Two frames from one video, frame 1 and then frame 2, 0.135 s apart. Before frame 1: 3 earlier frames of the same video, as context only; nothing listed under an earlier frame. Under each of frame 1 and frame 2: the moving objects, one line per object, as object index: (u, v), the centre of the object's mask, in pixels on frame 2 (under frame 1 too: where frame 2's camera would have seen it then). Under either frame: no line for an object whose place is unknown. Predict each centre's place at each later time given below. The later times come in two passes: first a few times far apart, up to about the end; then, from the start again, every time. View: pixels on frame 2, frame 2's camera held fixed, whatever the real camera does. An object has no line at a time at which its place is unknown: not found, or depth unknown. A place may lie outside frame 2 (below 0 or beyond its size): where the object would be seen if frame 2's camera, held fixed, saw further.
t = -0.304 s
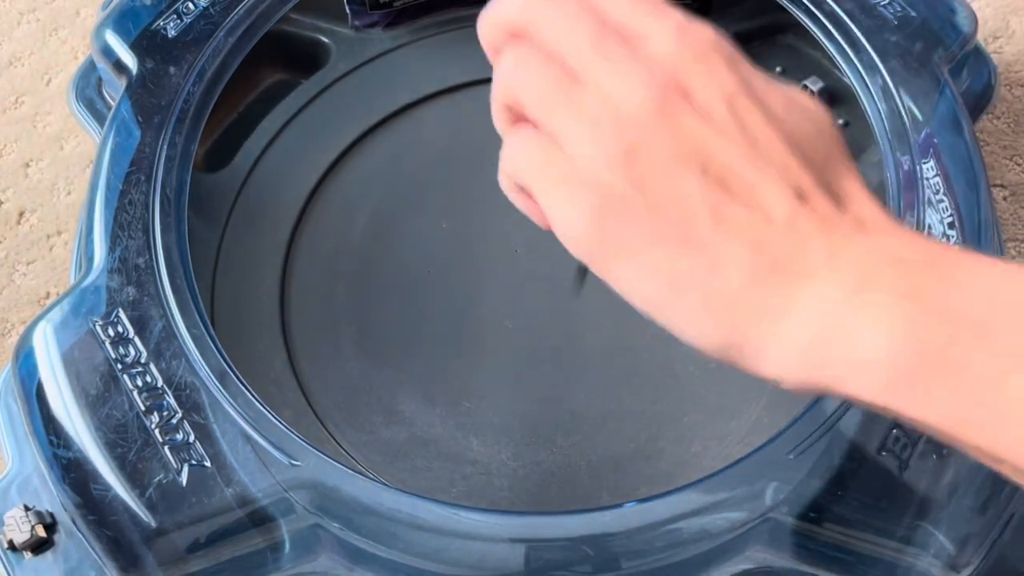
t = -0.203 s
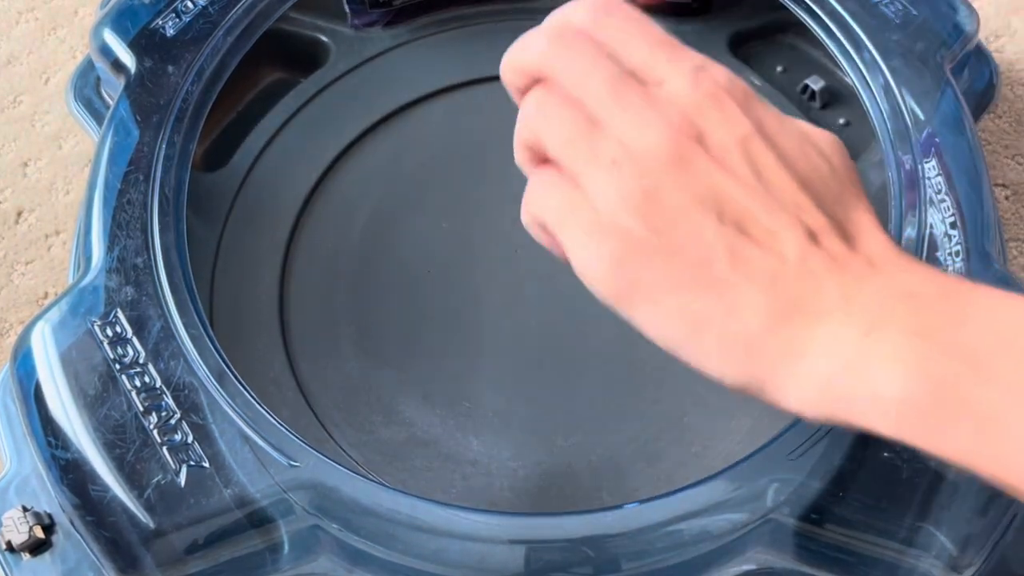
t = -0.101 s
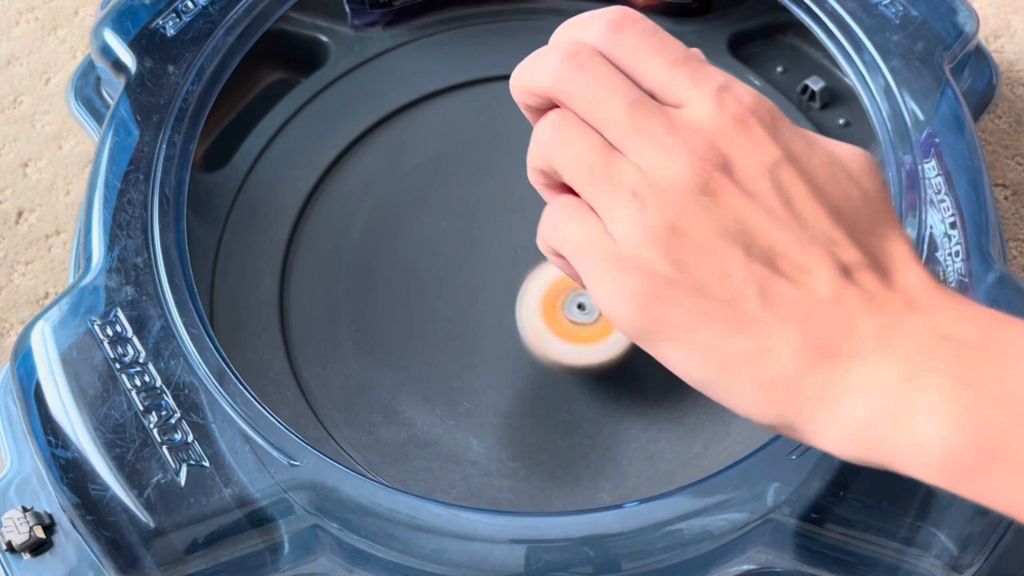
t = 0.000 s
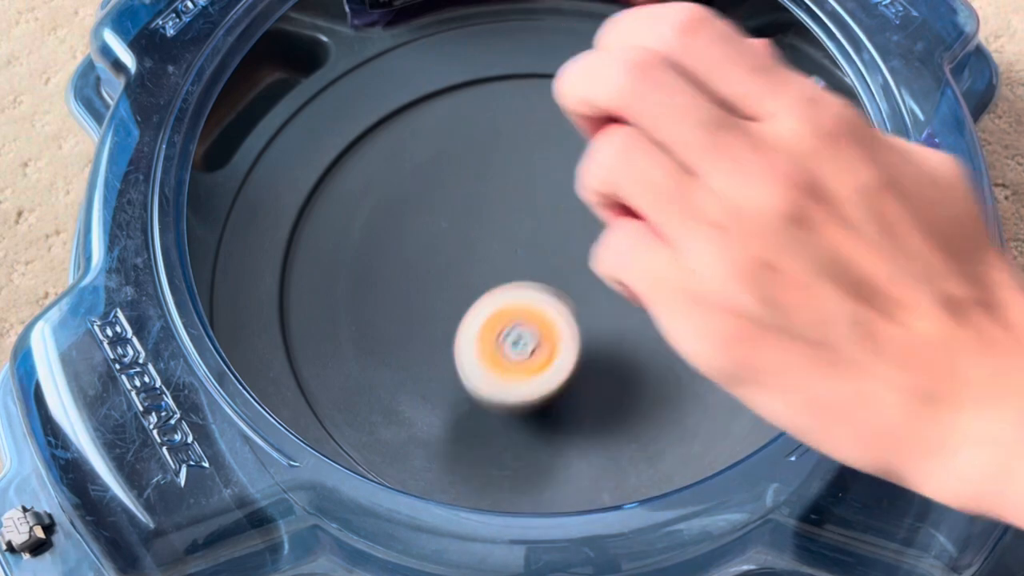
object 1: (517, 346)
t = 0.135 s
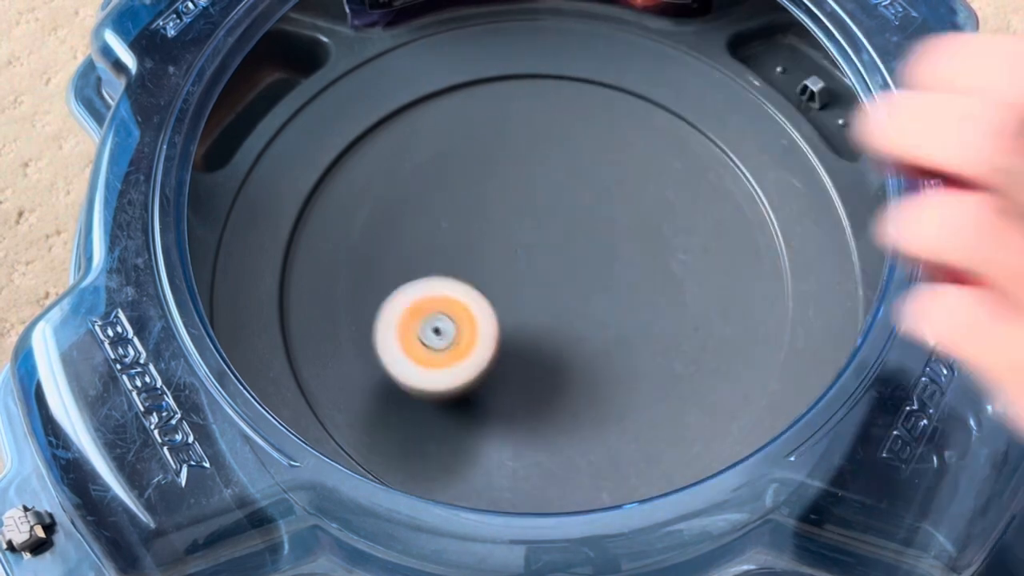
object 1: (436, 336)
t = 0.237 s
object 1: (396, 288)
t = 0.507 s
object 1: (526, 122)
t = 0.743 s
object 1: (732, 274)
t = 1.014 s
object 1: (377, 412)
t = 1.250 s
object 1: (386, 115)
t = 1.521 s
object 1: (738, 187)
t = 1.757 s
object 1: (597, 451)
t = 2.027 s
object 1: (306, 259)
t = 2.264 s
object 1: (519, 69)
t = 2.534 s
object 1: (762, 271)
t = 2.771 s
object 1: (512, 458)
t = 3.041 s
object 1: (315, 207)
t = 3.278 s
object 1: (552, 70)
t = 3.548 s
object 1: (750, 330)
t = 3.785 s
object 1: (466, 452)
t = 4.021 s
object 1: (307, 236)
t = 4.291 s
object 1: (539, 68)
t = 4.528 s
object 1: (752, 209)
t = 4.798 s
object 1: (600, 453)
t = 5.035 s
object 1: (337, 355)
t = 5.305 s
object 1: (409, 110)
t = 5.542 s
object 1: (648, 98)
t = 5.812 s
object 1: (738, 332)
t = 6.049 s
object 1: (459, 437)
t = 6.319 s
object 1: (332, 214)
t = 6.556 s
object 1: (510, 87)
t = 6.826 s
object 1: (726, 202)
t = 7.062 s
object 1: (658, 405)
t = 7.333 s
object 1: (384, 372)
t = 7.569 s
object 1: (371, 174)
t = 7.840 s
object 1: (588, 104)
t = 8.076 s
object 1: (719, 246)
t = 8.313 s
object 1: (604, 414)
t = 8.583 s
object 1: (361, 305)
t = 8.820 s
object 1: (433, 141)
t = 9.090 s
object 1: (646, 149)
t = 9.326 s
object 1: (695, 312)
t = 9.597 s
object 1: (488, 403)
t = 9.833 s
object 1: (368, 274)
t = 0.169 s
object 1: (420, 324)
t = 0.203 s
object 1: (406, 308)
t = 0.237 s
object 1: (396, 288)
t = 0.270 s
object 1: (389, 265)
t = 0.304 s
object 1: (388, 239)
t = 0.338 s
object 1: (394, 212)
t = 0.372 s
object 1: (406, 185)
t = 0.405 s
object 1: (429, 160)
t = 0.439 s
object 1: (456, 142)
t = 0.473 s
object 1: (491, 129)
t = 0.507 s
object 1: (526, 122)
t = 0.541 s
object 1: (565, 123)
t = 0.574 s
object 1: (604, 131)
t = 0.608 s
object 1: (640, 148)
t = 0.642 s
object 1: (674, 170)
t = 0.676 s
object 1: (699, 200)
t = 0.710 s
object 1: (721, 236)
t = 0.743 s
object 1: (732, 274)
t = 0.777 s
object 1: (734, 319)
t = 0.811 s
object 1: (727, 361)
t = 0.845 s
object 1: (703, 400)
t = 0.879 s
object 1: (661, 430)
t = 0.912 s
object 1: (610, 449)
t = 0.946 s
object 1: (552, 459)
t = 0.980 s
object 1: (428, 439)
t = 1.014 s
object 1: (377, 412)
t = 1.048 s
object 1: (339, 373)
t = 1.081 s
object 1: (315, 328)
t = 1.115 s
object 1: (306, 279)
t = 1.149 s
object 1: (309, 232)
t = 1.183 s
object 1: (322, 187)
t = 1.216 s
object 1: (350, 148)
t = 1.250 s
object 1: (386, 115)
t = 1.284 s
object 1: (432, 90)
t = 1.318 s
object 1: (481, 74)
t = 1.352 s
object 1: (534, 70)
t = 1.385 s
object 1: (585, 75)
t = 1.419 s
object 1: (633, 92)
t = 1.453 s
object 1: (678, 114)
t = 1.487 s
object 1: (712, 148)
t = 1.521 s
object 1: (738, 187)
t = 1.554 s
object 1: (756, 229)
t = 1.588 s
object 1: (759, 275)
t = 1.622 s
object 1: (748, 323)
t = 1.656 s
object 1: (727, 367)
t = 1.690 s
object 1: (695, 406)
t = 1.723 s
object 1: (649, 433)
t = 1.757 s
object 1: (597, 451)
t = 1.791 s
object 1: (541, 459)
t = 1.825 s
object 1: (486, 456)
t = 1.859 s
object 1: (434, 441)
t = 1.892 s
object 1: (387, 416)
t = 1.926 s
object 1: (351, 384)
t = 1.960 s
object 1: (324, 347)
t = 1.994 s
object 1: (309, 302)
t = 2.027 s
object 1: (306, 259)
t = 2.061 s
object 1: (313, 218)
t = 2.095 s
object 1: (330, 176)
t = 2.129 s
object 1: (356, 141)
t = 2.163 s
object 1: (390, 113)
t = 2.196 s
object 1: (430, 91)
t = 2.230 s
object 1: (473, 75)
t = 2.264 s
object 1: (519, 69)
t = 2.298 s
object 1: (564, 71)
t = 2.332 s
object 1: (609, 80)
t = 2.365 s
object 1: (649, 97)
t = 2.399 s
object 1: (686, 118)
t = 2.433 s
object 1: (718, 150)
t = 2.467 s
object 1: (741, 187)
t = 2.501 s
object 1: (756, 225)
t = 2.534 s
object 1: (762, 271)
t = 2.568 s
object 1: (754, 314)
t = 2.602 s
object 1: (737, 356)
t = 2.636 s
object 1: (706, 396)
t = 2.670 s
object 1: (665, 426)
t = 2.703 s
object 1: (618, 448)
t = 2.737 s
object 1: (564, 457)
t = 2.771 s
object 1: (512, 458)
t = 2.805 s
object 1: (460, 450)
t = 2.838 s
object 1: (414, 433)
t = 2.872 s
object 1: (369, 404)
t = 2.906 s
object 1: (339, 371)
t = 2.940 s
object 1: (318, 329)
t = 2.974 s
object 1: (305, 289)
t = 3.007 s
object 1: (307, 247)
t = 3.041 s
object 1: (315, 207)
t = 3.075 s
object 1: (333, 172)
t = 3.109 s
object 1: (358, 139)
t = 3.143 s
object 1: (390, 114)
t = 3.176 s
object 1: (427, 91)
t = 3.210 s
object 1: (465, 77)
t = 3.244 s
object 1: (508, 70)
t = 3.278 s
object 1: (552, 70)
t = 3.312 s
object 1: (595, 77)
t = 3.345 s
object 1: (638, 91)
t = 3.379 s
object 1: (675, 111)
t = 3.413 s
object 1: (707, 138)
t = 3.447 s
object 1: (752, 209)
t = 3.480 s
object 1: (760, 250)
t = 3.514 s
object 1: (760, 290)
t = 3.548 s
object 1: (750, 330)
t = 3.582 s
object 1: (729, 370)
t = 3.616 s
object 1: (699, 403)
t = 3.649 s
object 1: (660, 430)
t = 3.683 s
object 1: (613, 449)
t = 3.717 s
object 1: (565, 458)
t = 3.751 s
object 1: (516, 459)
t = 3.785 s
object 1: (466, 452)
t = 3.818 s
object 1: (421, 436)
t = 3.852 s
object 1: (381, 414)
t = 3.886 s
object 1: (349, 385)
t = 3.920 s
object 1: (326, 347)
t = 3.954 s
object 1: (310, 309)
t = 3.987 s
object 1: (303, 272)
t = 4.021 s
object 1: (307, 236)
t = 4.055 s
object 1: (318, 201)
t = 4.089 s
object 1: (338, 166)
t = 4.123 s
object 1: (360, 135)
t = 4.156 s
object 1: (389, 111)
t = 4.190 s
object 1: (423, 94)
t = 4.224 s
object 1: (460, 80)
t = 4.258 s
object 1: (499, 71)
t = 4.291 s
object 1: (539, 68)
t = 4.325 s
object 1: (578, 72)
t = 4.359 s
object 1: (616, 82)
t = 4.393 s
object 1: (651, 98)
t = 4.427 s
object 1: (683, 118)
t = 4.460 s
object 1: (713, 144)
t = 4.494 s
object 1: (735, 174)
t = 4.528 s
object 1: (752, 209)
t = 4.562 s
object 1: (760, 244)
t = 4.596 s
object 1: (761, 283)
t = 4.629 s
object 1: (754, 321)
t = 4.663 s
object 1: (738, 356)
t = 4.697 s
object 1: (713, 390)
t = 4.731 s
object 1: (681, 418)
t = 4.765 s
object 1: (643, 439)
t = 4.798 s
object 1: (600, 453)
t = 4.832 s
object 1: (555, 459)
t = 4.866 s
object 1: (510, 457)
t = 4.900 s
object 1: (466, 450)
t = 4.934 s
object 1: (424, 436)
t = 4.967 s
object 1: (388, 415)
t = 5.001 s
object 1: (358, 388)
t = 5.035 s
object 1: (337, 355)
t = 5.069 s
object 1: (322, 321)
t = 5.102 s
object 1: (315, 285)
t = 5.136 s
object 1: (316, 250)
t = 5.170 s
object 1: (323, 216)
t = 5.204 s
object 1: (337, 184)
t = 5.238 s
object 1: (356, 156)
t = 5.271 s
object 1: (381, 131)
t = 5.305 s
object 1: (409, 110)
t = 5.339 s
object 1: (440, 93)
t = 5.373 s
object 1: (474, 82)
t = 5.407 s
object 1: (509, 75)
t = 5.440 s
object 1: (545, 73)
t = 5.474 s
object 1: (580, 76)
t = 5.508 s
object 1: (615, 85)
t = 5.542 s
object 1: (648, 98)
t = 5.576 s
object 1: (678, 117)
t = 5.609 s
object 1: (704, 141)
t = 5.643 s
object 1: (726, 167)
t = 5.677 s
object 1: (742, 197)
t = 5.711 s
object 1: (752, 230)
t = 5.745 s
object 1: (754, 265)
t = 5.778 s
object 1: (750, 299)
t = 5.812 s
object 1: (738, 332)
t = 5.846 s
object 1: (718, 364)
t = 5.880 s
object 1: (692, 393)
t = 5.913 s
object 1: (623, 434)
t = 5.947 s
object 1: (583, 445)
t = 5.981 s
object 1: (541, 448)
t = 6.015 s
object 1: (499, 445)
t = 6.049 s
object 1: (459, 437)
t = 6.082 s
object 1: (421, 422)
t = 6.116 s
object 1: (390, 399)
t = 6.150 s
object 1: (362, 371)
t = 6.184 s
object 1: (344, 341)
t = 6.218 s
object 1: (330, 309)
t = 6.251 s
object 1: (325, 278)
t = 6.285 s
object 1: (326, 246)
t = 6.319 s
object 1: (332, 214)
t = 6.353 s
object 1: (345, 183)
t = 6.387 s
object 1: (365, 156)
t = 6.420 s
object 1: (389, 136)
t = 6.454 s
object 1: (416, 118)
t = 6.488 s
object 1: (445, 104)
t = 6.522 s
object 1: (476, 93)
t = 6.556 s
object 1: (510, 87)
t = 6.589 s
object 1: (543, 86)
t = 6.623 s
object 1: (577, 91)
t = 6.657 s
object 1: (608, 100)
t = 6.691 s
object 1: (639, 113)
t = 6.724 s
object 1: (665, 130)
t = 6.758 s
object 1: (690, 150)
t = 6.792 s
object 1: (710, 174)
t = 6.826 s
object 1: (726, 202)
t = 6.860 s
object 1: (735, 233)
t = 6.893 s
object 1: (738, 264)
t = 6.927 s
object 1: (736, 295)
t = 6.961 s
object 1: (726, 327)
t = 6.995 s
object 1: (710, 357)
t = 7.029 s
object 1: (686, 383)
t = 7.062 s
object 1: (658, 405)
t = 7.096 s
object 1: (626, 422)
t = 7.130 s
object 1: (588, 435)
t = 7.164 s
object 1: (550, 439)
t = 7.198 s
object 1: (512, 437)
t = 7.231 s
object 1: (475, 429)
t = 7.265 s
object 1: (440, 415)
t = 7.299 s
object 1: (410, 396)
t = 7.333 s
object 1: (384, 372)
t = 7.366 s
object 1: (365, 345)
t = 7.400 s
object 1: (352, 317)
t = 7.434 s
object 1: (344, 288)
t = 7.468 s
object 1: (342, 256)
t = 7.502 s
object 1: (348, 228)
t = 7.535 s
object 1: (356, 201)
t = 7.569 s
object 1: (371, 174)
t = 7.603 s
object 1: (392, 153)
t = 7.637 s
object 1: (414, 135)
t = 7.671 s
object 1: (439, 117)
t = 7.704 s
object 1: (468, 105)
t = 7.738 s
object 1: (497, 99)
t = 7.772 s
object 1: (527, 95)
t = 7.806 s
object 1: (559, 97)
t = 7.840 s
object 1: (588, 104)
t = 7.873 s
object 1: (616, 113)
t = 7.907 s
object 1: (644, 126)
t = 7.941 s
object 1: (668, 146)
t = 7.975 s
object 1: (686, 166)
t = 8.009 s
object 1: (704, 190)
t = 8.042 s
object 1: (714, 218)
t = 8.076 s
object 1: (719, 246)
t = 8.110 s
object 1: (722, 274)
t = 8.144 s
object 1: (715, 305)
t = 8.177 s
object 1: (703, 331)
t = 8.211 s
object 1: (686, 358)
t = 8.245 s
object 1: (662, 381)
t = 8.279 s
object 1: (636, 399)
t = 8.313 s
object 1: (604, 414)
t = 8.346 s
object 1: (569, 421)
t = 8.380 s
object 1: (499, 422)
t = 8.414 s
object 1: (467, 413)
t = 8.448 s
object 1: (436, 400)
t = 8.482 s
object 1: (410, 381)
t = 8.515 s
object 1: (388, 357)
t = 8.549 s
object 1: (372, 333)
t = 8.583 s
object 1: (361, 305)
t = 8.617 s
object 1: (357, 279)
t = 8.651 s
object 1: (357, 250)
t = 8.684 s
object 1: (365, 223)
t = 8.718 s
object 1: (375, 200)
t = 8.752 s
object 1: (392, 176)
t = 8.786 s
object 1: (411, 159)
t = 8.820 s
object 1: (433, 141)
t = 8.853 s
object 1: (459, 129)
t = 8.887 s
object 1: (485, 119)
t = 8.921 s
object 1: (514, 116)
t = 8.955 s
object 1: (541, 114)
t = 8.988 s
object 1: (571, 116)
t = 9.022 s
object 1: (597, 123)
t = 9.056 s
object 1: (623, 133)
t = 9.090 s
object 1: (646, 149)
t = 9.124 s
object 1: (667, 163)
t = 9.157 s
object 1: (684, 187)
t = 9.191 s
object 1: (697, 208)
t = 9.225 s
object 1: (706, 235)
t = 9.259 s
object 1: (708, 259)
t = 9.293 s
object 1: (706, 287)
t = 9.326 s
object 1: (695, 312)
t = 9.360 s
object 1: (683, 339)
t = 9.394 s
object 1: (662, 360)
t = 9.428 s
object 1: (639, 380)
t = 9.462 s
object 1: (611, 393)
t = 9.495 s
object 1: (581, 404)
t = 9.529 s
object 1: (550, 407)
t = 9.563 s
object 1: (519, 408)
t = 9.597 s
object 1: (488, 403)
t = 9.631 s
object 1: (459, 393)
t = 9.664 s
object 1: (434, 379)
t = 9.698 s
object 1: (410, 361)
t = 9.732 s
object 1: (393, 342)
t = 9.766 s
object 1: (380, 320)
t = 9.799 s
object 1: (371, 295)
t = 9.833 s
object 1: (368, 274)
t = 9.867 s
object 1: (369, 249)
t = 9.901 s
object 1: (374, 228)
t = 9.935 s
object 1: (385, 208)
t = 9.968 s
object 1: (397, 188)
